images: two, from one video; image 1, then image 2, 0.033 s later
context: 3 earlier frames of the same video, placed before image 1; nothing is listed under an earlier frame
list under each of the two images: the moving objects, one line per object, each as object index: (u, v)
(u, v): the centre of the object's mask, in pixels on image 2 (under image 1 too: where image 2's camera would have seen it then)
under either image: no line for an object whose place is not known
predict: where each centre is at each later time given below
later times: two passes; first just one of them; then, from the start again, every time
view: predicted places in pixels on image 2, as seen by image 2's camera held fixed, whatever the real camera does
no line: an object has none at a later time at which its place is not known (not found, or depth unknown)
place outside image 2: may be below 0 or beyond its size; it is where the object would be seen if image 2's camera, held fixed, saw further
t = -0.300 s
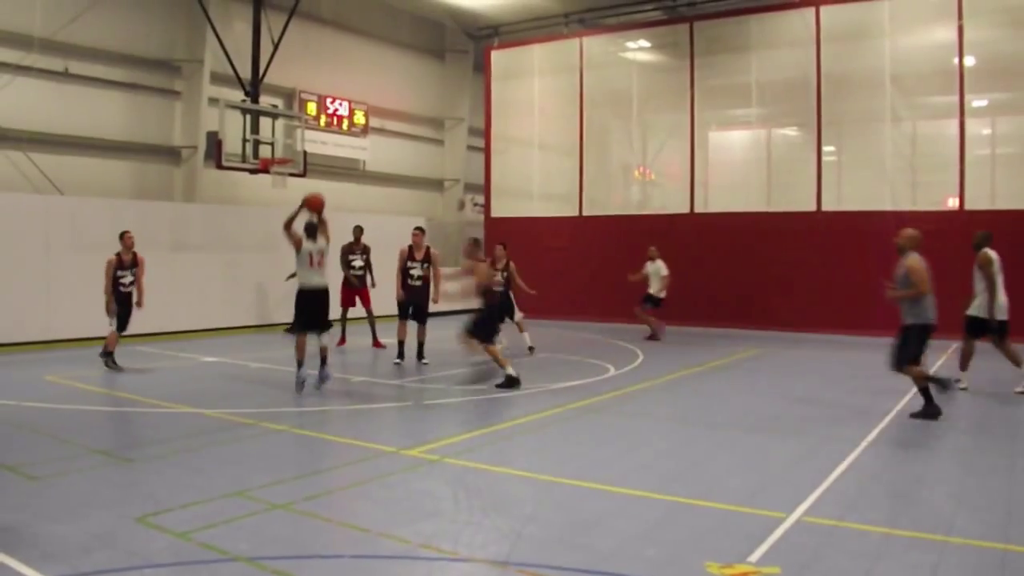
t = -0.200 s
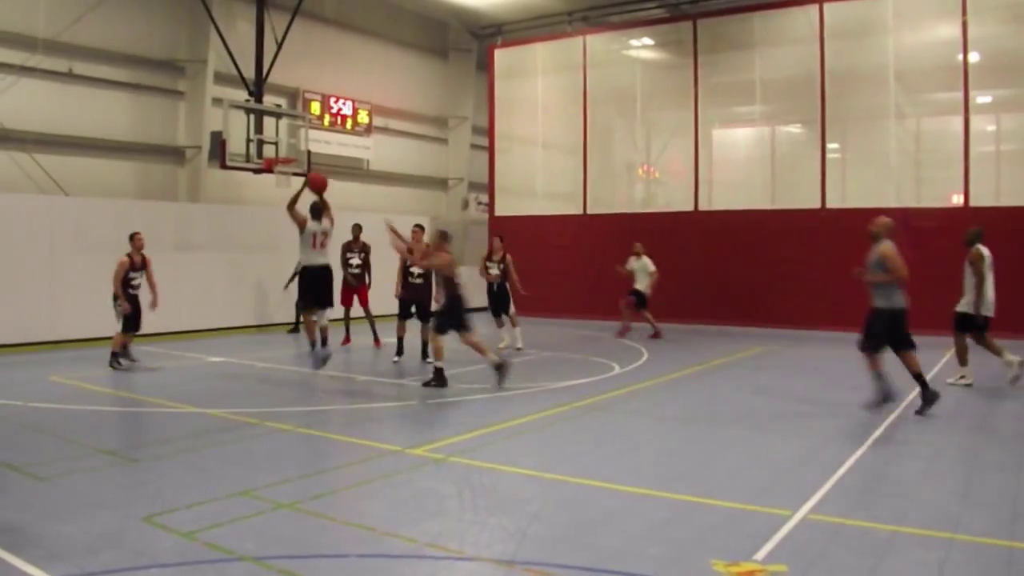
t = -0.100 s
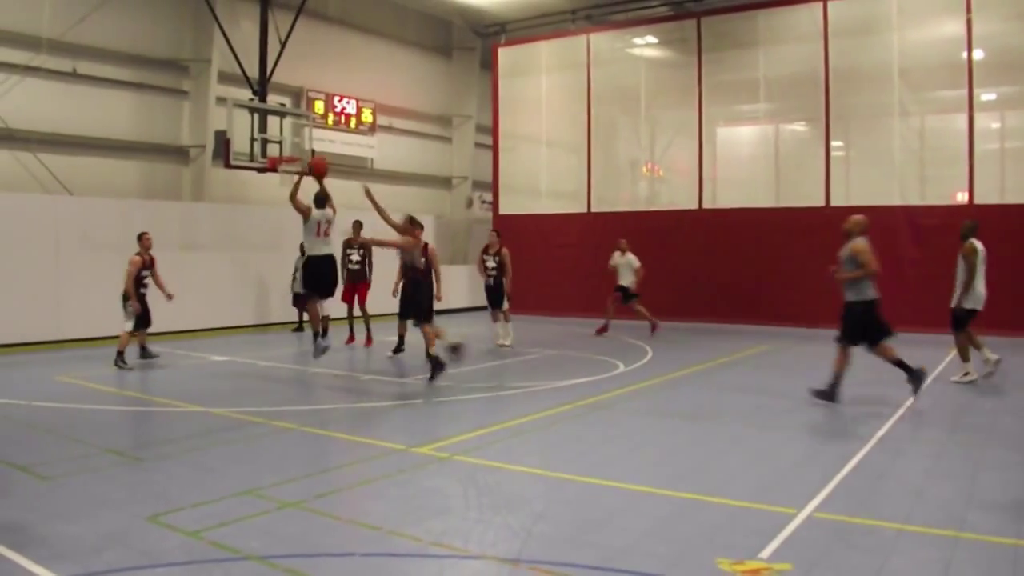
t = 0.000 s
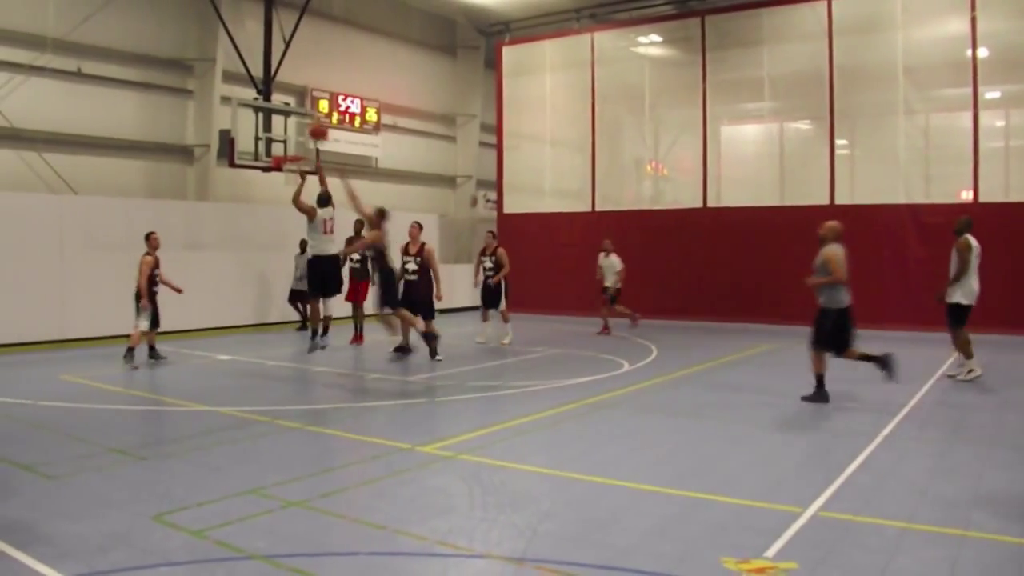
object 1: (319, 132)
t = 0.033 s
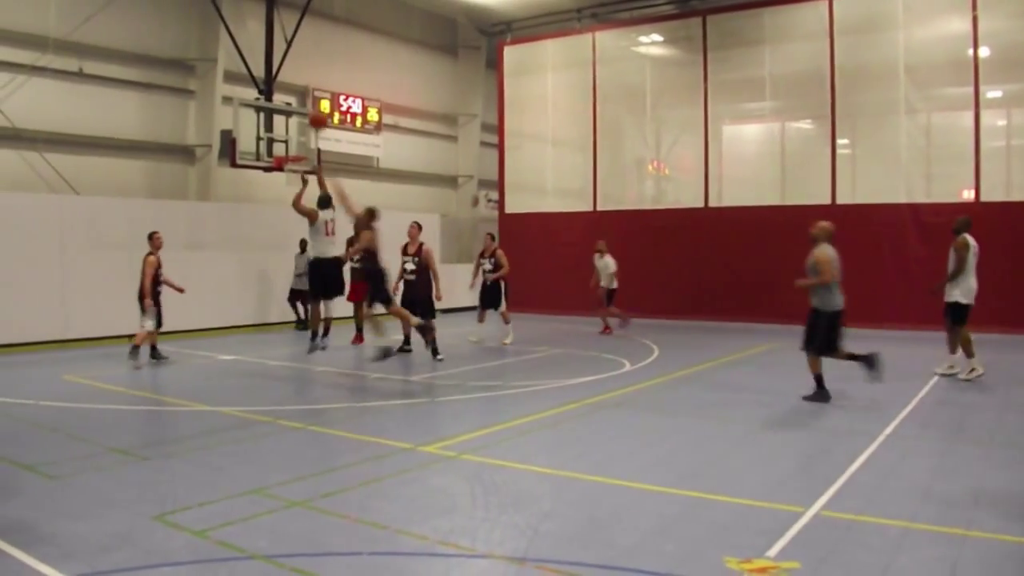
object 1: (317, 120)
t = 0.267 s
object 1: (310, 75)
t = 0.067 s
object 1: (316, 112)
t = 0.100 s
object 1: (315, 103)
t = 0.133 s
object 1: (314, 94)
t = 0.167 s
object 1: (313, 88)
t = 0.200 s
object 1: (312, 83)
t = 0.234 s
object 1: (311, 79)
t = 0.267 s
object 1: (310, 75)
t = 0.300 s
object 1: (310, 73)
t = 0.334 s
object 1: (309, 71)
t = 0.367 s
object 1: (308, 71)
